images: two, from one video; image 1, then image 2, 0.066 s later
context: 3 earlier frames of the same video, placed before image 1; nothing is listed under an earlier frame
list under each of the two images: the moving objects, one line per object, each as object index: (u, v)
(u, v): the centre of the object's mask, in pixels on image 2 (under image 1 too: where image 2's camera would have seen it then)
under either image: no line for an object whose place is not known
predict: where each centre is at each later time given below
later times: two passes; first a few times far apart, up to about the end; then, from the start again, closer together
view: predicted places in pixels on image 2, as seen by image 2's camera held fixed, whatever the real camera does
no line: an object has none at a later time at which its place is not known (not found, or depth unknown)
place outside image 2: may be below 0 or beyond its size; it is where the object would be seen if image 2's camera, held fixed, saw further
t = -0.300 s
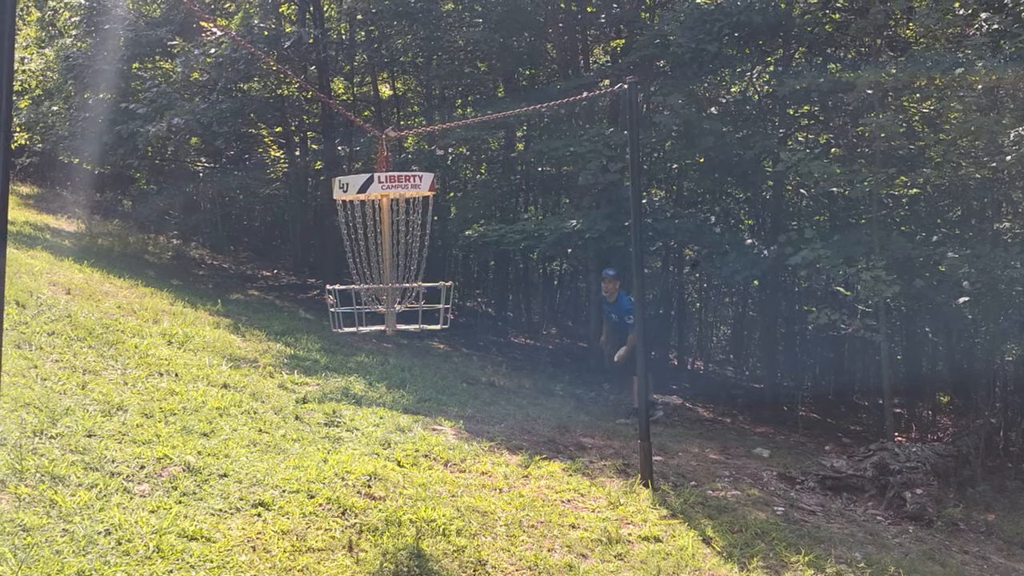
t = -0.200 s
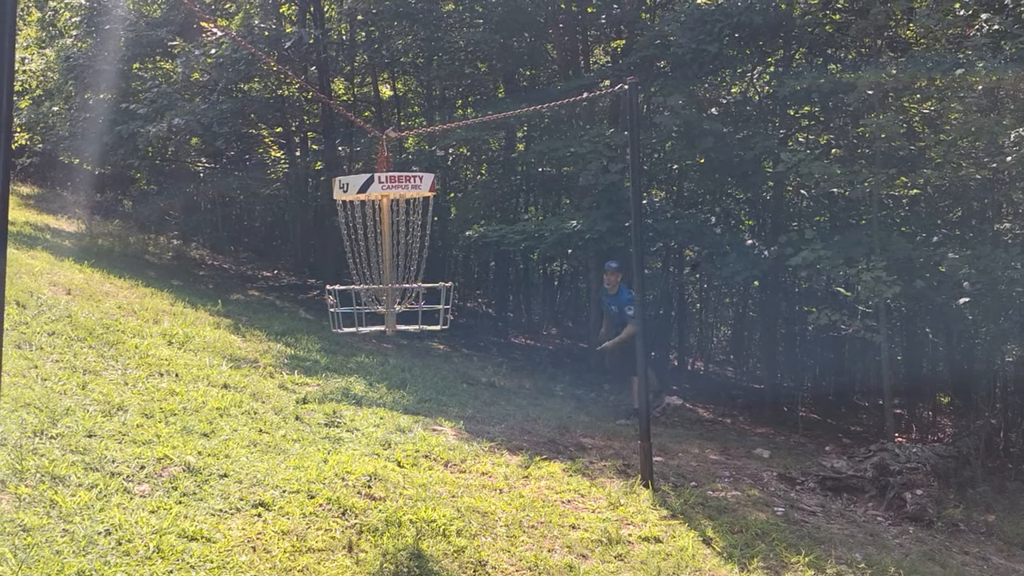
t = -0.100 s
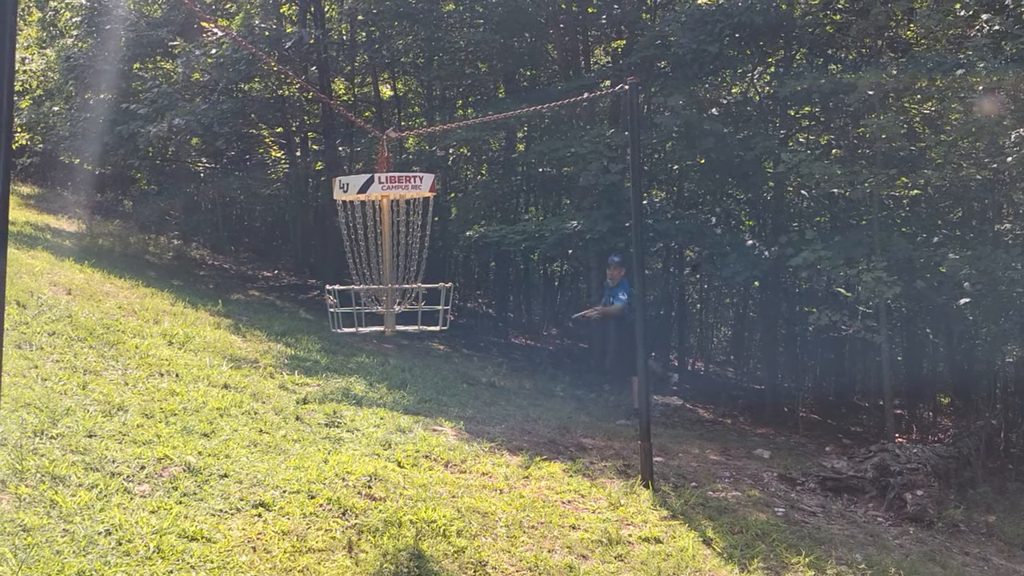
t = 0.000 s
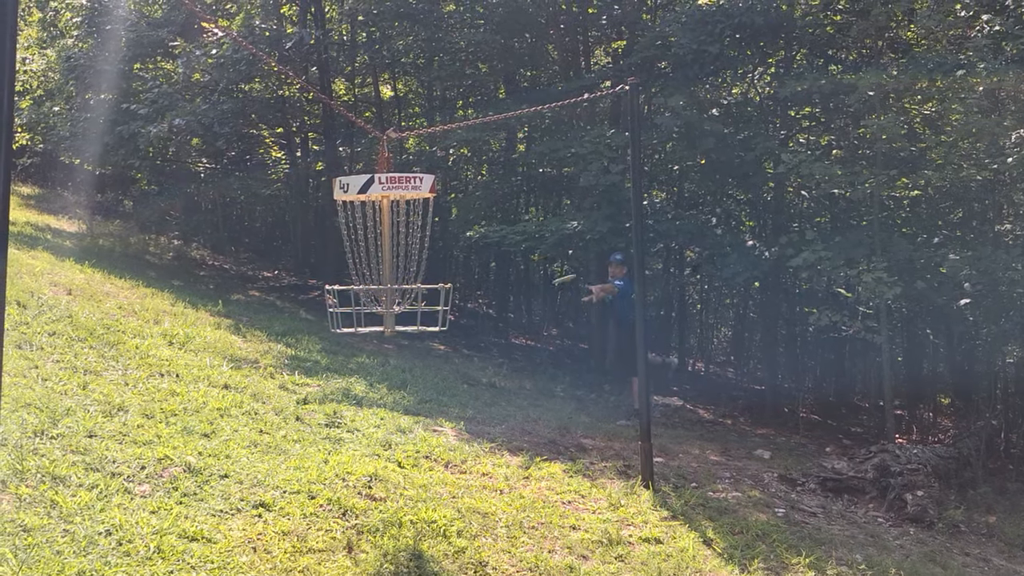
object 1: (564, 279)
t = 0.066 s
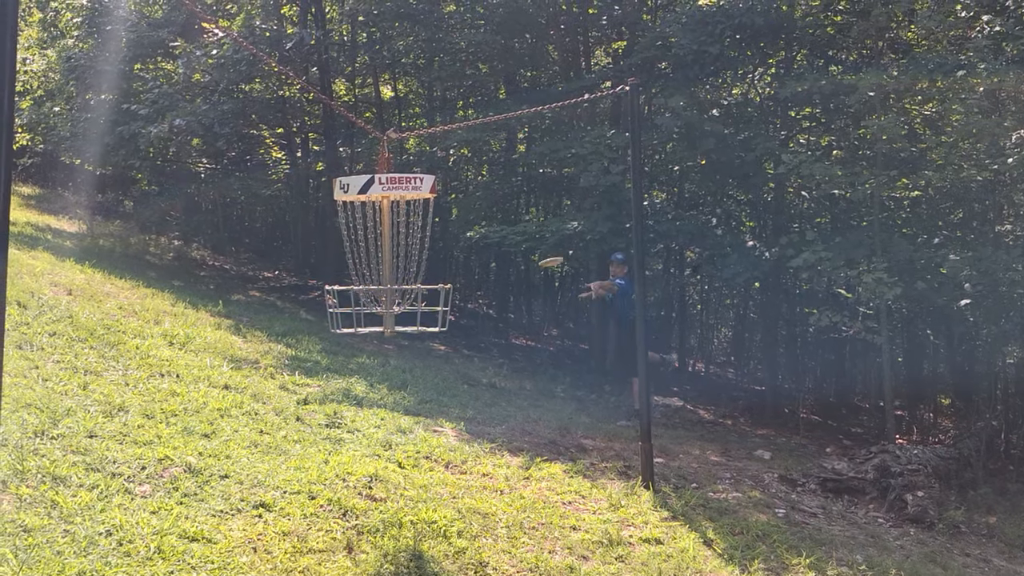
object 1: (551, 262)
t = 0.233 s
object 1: (512, 238)
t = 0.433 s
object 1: (445, 250)
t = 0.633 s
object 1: (328, 321)
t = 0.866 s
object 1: (24, 544)
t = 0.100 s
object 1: (544, 254)
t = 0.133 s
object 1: (536, 249)
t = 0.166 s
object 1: (529, 244)
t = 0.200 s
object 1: (521, 240)
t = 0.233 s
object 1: (512, 238)
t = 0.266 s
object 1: (503, 236)
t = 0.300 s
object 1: (493, 236)
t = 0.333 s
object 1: (482, 238)
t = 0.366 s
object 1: (471, 241)
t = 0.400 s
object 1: (458, 244)
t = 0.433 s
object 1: (445, 250)
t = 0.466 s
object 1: (430, 258)
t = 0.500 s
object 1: (413, 267)
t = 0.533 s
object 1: (395, 277)
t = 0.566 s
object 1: (374, 290)
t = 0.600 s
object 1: (352, 304)
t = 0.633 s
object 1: (328, 321)
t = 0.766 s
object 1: (189, 421)
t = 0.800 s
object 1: (141, 456)
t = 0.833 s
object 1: (86, 498)
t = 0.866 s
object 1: (24, 544)
